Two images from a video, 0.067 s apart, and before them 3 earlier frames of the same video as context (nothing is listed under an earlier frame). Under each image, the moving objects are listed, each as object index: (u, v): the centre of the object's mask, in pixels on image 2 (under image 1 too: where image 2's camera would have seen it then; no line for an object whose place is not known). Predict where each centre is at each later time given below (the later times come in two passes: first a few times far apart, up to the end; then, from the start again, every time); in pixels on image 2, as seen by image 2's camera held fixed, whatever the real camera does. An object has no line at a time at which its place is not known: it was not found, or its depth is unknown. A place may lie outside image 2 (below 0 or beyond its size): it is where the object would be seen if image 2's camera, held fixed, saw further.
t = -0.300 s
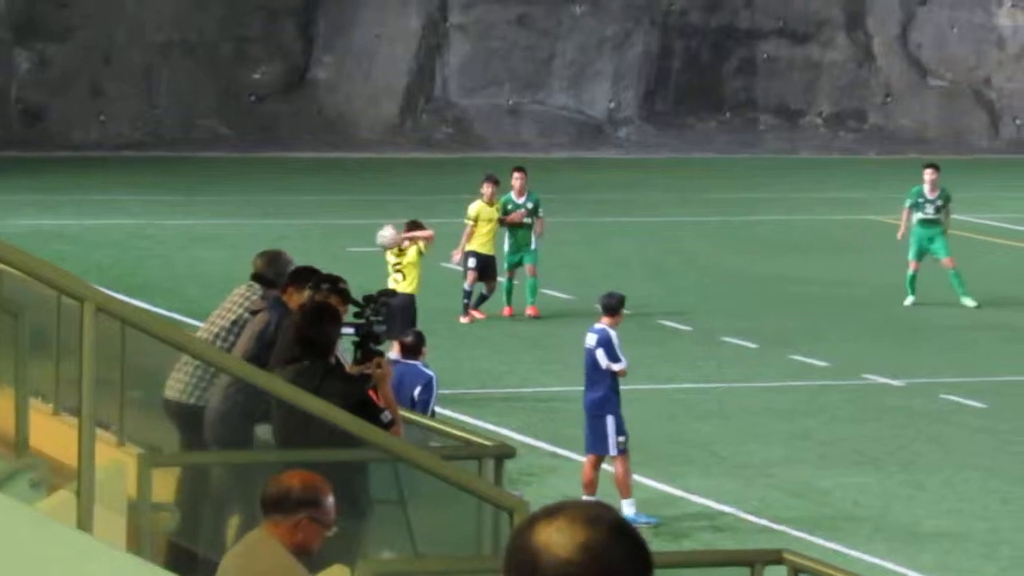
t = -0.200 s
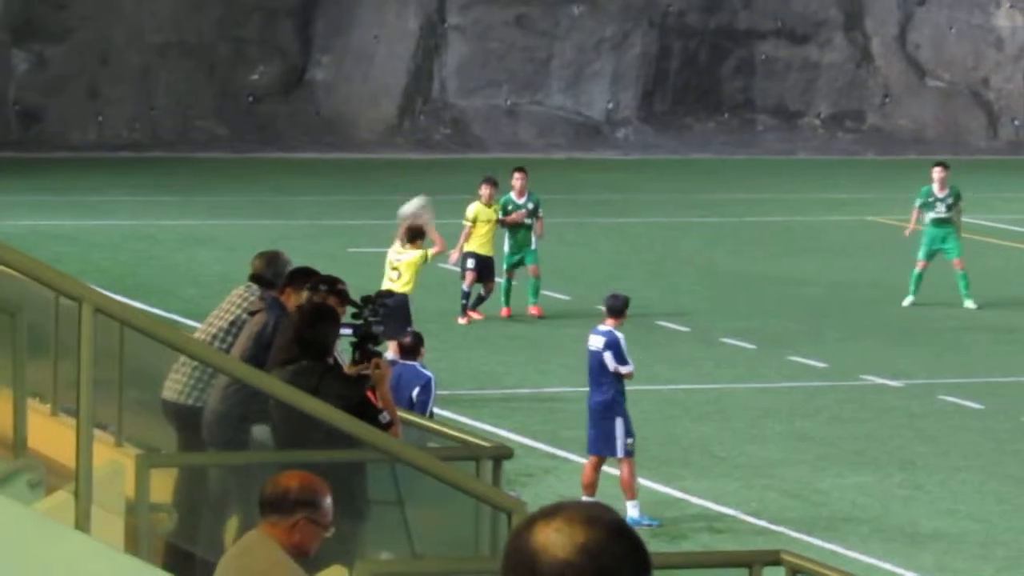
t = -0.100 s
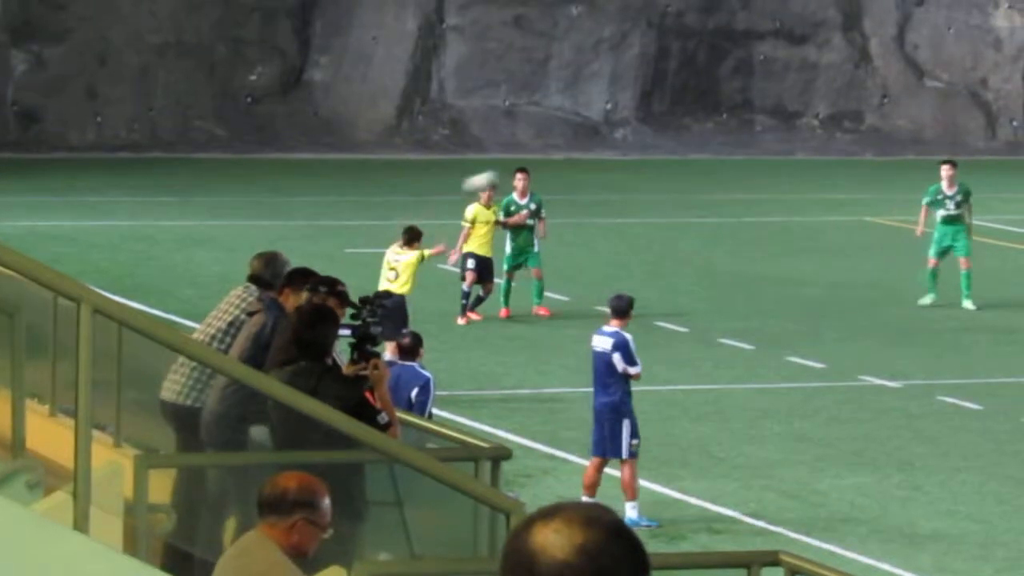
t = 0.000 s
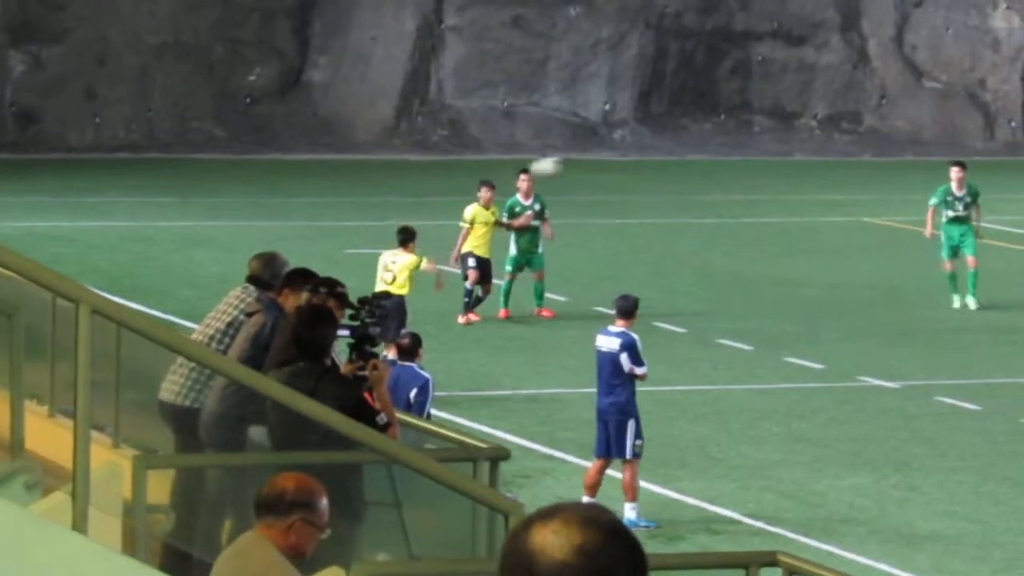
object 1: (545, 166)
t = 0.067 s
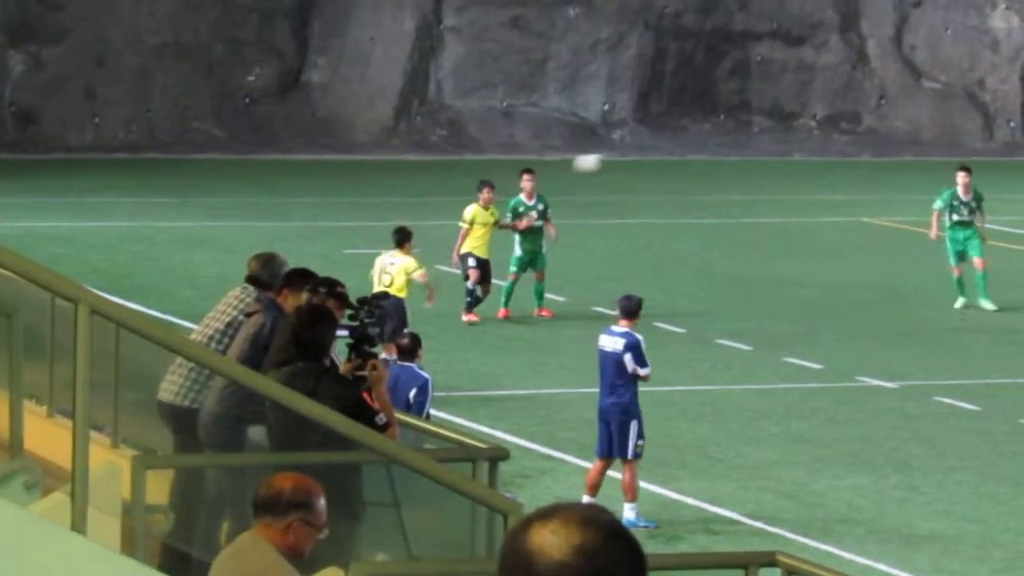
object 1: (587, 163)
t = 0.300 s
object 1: (729, 182)
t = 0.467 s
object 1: (821, 226)
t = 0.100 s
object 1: (608, 162)
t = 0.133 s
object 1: (629, 163)
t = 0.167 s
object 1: (650, 165)
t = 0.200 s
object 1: (670, 167)
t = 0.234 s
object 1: (690, 171)
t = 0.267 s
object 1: (710, 176)
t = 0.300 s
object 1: (729, 182)
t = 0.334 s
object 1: (749, 189)
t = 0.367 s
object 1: (768, 197)
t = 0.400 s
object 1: (786, 206)
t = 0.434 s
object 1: (803, 216)
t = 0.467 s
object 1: (821, 226)
